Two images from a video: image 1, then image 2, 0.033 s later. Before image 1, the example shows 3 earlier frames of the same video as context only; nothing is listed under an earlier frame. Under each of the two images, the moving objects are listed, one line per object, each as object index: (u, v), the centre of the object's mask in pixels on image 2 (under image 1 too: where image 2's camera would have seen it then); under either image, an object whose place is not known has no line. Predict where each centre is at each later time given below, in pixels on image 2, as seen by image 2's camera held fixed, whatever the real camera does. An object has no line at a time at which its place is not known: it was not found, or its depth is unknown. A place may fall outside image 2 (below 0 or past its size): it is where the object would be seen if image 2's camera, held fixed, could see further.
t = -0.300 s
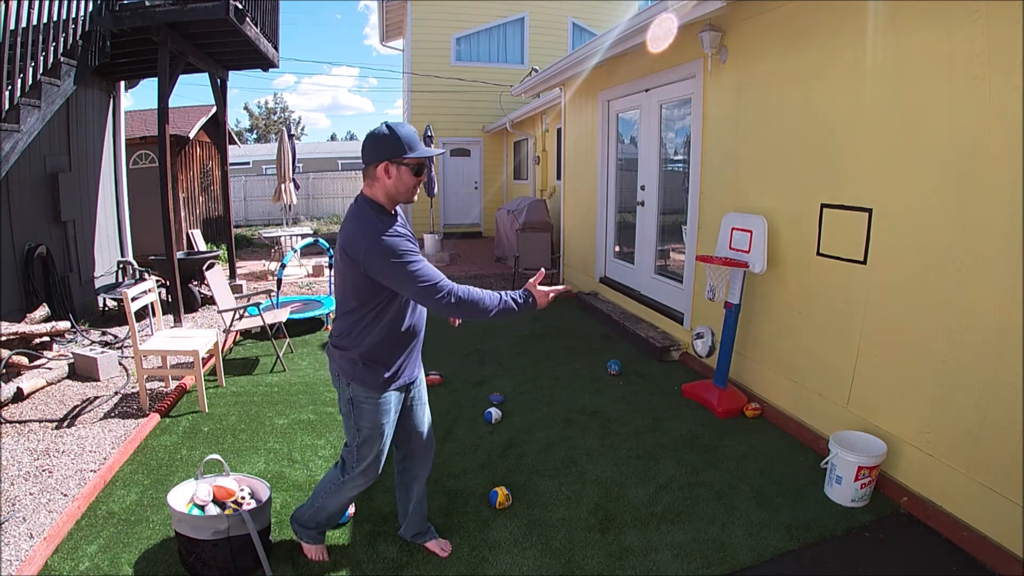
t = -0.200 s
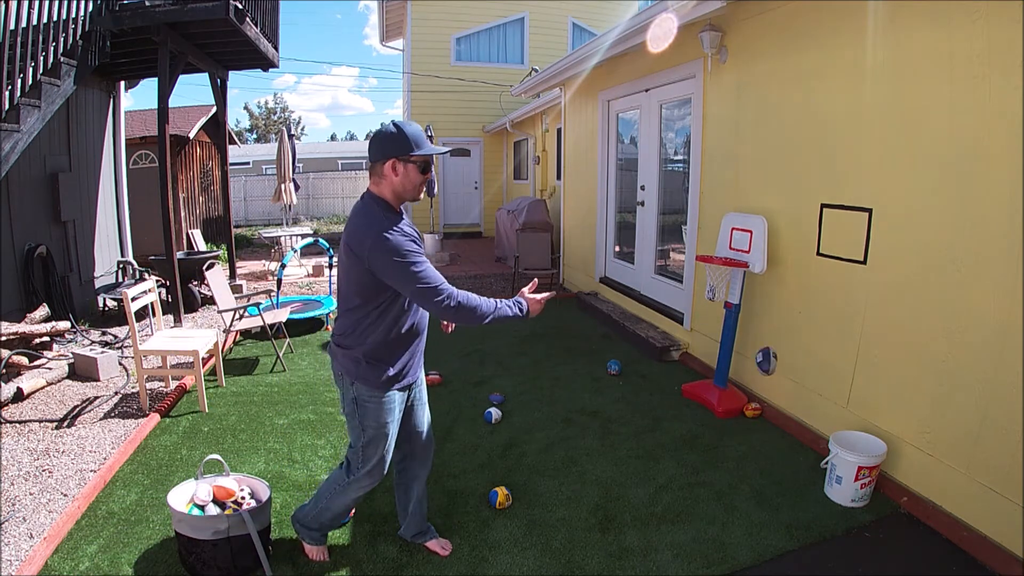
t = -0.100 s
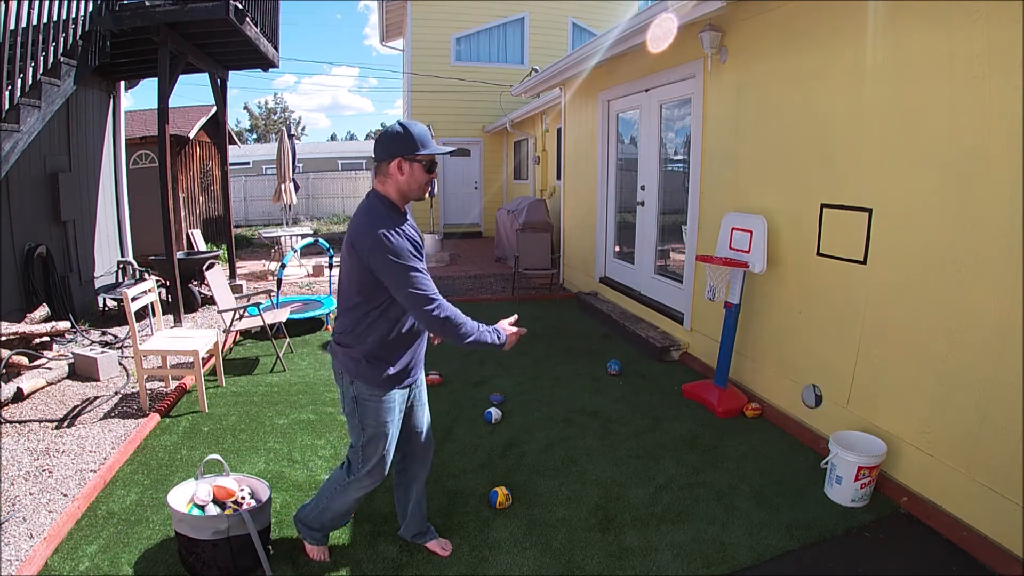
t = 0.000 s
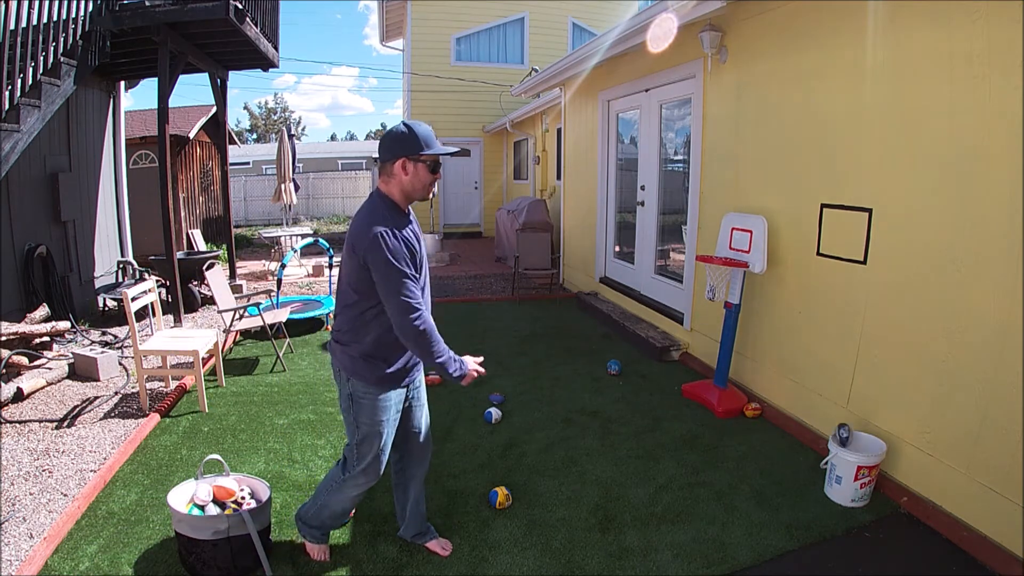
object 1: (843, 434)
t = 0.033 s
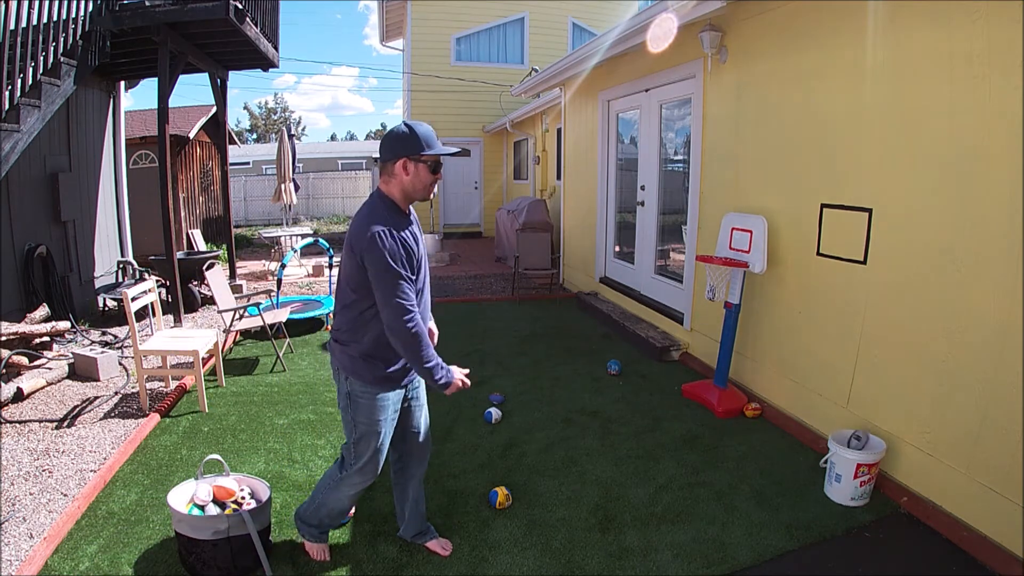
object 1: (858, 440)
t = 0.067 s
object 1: (870, 446)
